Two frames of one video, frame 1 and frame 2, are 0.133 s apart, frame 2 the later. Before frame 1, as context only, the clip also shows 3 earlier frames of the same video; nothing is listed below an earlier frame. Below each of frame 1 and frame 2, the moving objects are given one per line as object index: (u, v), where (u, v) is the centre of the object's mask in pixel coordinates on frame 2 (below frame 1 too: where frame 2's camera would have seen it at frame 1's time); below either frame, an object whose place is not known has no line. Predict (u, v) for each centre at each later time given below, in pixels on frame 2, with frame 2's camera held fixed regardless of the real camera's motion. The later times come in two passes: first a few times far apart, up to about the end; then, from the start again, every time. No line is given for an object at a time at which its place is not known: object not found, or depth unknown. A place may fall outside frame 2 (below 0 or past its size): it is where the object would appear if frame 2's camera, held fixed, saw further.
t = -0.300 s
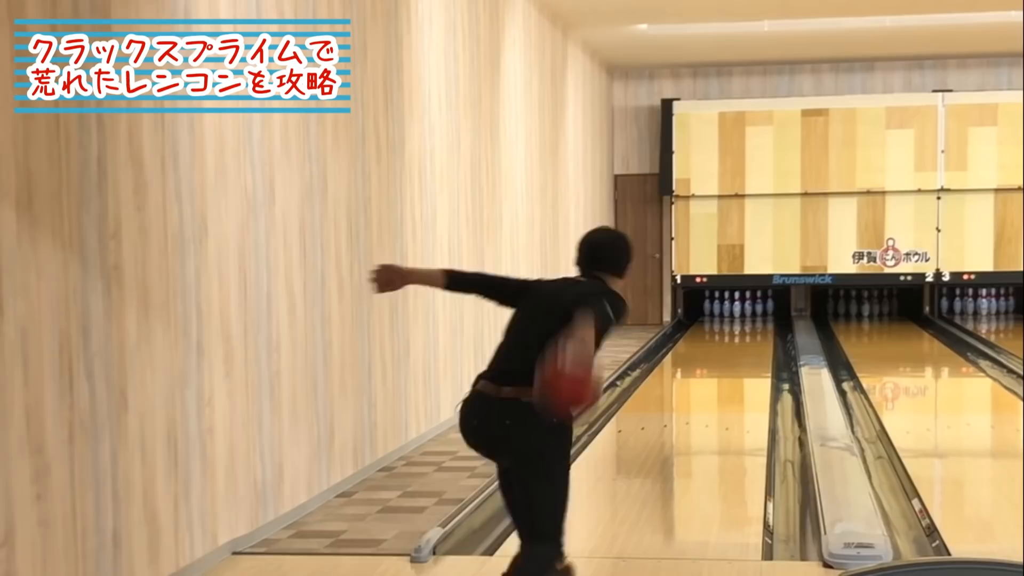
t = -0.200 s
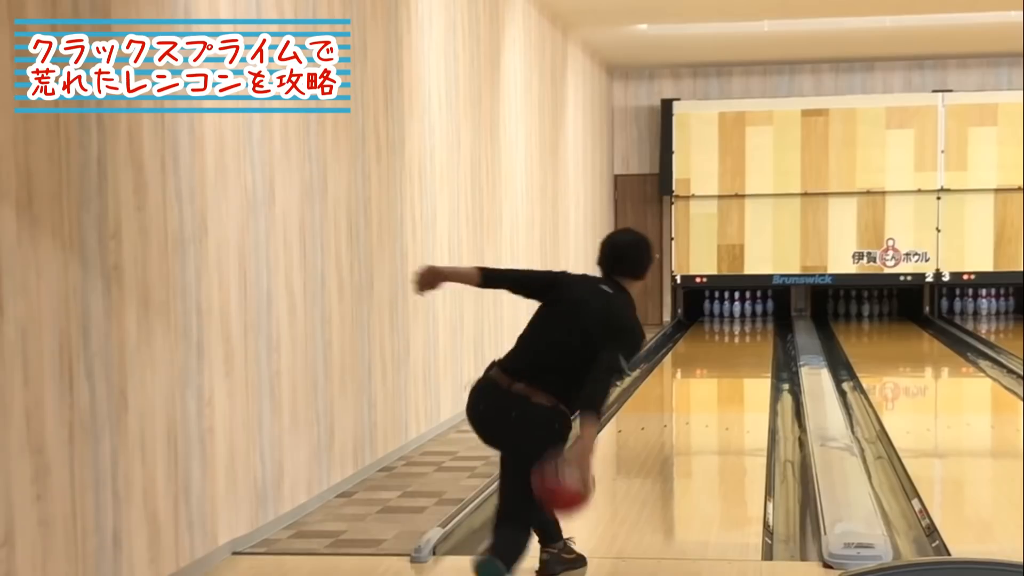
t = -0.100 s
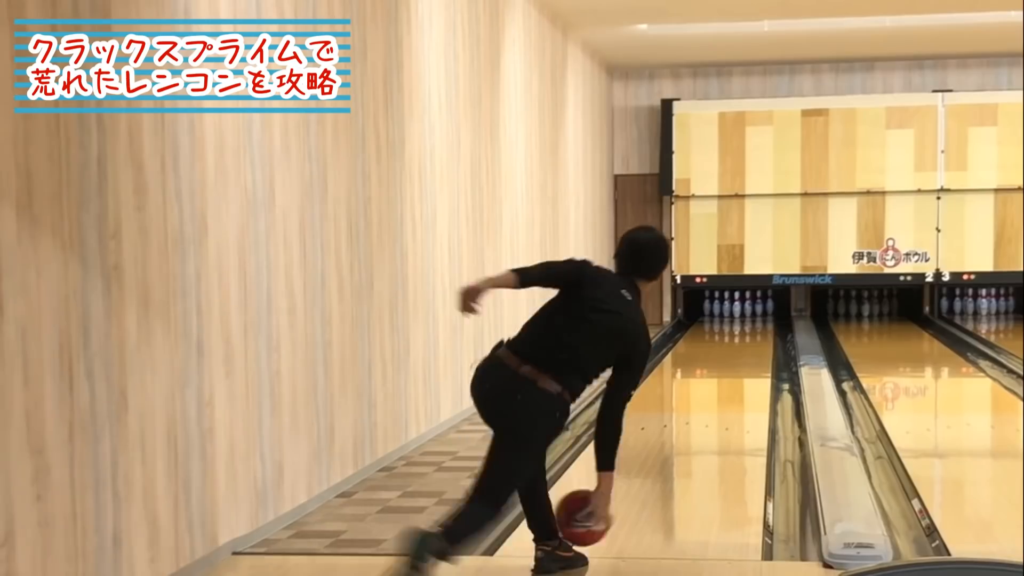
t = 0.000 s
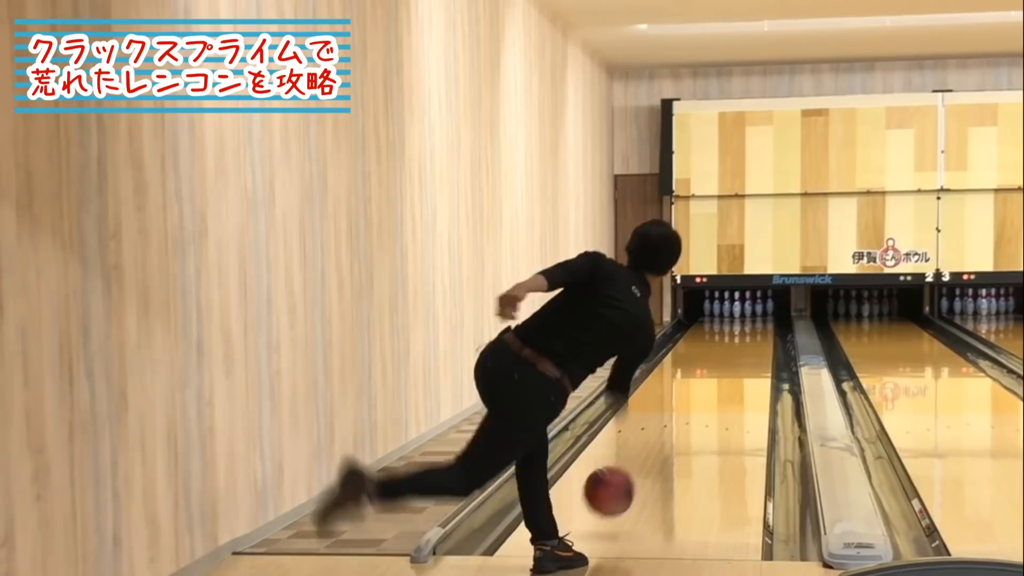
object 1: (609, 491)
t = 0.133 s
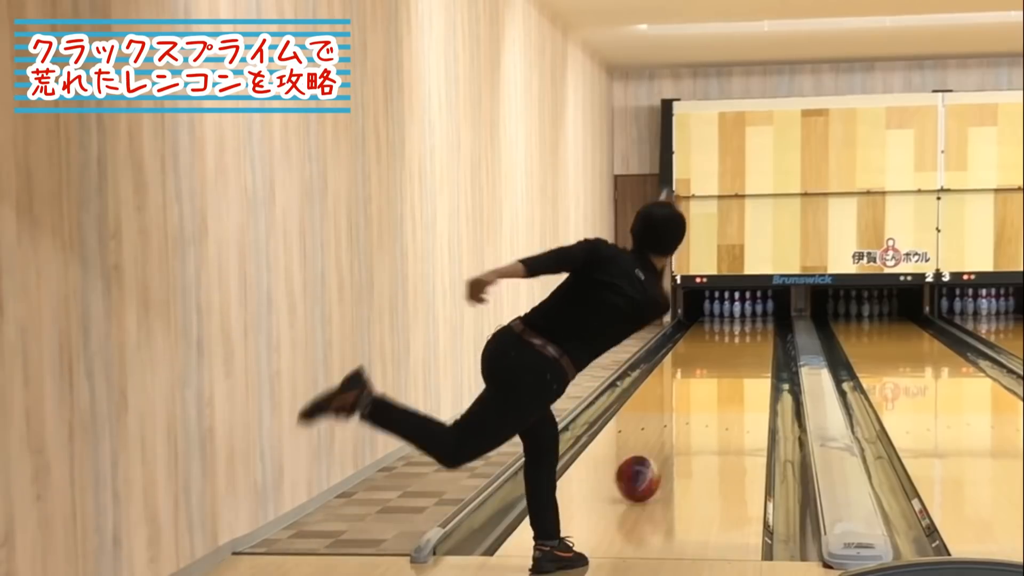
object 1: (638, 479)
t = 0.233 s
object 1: (655, 460)
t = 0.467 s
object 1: (686, 423)
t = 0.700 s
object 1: (708, 396)
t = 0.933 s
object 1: (723, 377)
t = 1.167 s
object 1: (735, 361)
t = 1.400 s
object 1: (743, 348)
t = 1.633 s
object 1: (748, 337)
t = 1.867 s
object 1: (751, 330)
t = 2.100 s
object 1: (750, 323)
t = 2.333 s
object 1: (749, 318)
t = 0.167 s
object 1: (644, 471)
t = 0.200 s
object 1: (651, 466)
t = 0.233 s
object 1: (655, 460)
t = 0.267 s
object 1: (660, 454)
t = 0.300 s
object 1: (665, 448)
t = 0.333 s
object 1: (670, 442)
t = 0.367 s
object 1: (674, 437)
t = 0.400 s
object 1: (678, 432)
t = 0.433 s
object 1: (682, 427)
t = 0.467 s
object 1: (686, 423)
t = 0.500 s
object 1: (689, 419)
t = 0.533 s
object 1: (693, 414)
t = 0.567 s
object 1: (696, 411)
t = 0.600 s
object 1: (699, 407)
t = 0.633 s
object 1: (702, 403)
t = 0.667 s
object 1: (705, 399)
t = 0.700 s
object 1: (708, 396)
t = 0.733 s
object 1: (710, 393)
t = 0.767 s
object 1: (712, 390)
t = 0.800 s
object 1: (714, 387)
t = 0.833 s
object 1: (717, 384)
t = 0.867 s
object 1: (719, 381)
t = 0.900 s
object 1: (721, 379)
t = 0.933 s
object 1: (723, 377)
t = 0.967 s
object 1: (725, 374)
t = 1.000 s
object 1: (727, 371)
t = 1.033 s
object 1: (728, 369)
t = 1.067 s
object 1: (730, 367)
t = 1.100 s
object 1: (732, 365)
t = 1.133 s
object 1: (733, 363)
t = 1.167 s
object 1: (735, 361)
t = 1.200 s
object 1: (736, 359)
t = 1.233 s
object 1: (738, 357)
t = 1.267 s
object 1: (739, 355)
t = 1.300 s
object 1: (740, 353)
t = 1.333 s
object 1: (741, 352)
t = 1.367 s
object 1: (743, 349)
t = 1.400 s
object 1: (743, 348)
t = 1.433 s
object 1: (744, 346)
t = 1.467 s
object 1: (745, 344)
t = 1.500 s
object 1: (745, 344)
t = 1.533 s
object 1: (747, 342)
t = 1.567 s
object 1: (748, 340)
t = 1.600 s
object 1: (748, 339)
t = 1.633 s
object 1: (748, 337)
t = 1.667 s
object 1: (749, 336)
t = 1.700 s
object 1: (750, 335)
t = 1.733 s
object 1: (750, 333)
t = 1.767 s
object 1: (750, 334)
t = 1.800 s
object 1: (750, 332)
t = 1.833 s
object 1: (750, 330)
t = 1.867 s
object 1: (751, 330)
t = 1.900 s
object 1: (751, 327)
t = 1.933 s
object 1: (750, 328)
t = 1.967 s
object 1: (751, 326)
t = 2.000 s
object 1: (751, 325)
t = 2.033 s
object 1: (753, 325)
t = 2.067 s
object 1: (752, 323)
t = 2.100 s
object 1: (750, 323)
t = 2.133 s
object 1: (750, 322)
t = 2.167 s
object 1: (751, 321)
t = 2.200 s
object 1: (751, 320)
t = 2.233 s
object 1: (750, 318)
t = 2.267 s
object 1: (749, 318)
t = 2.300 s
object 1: (748, 317)
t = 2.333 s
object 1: (749, 318)
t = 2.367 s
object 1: (749, 316)
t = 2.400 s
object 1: (747, 315)
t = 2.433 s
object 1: (747, 315)
